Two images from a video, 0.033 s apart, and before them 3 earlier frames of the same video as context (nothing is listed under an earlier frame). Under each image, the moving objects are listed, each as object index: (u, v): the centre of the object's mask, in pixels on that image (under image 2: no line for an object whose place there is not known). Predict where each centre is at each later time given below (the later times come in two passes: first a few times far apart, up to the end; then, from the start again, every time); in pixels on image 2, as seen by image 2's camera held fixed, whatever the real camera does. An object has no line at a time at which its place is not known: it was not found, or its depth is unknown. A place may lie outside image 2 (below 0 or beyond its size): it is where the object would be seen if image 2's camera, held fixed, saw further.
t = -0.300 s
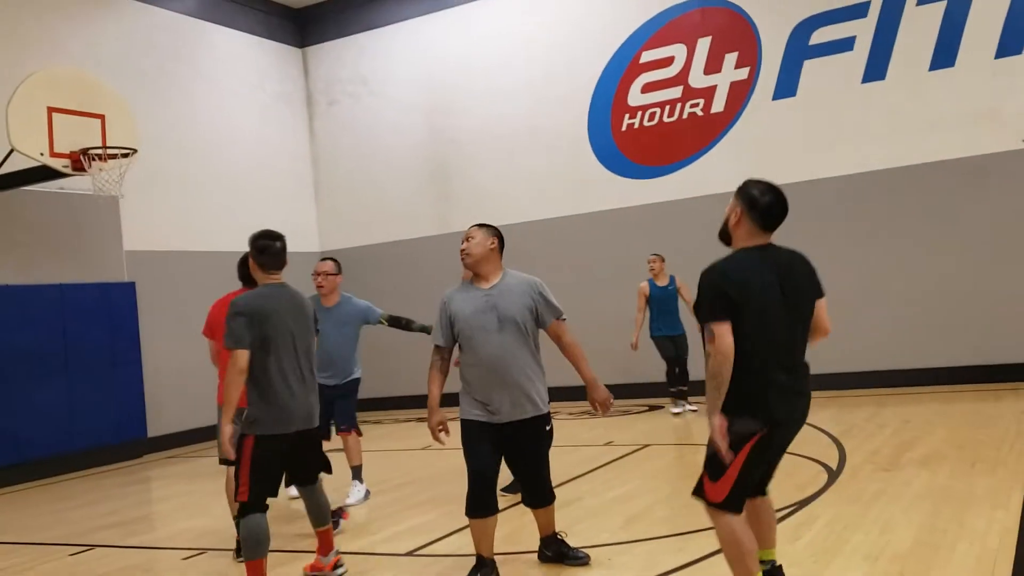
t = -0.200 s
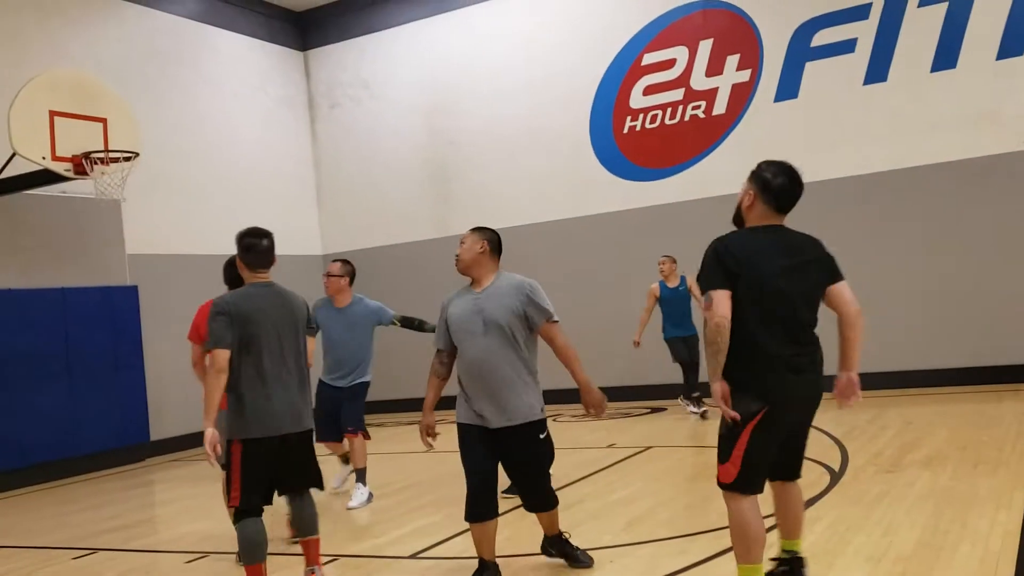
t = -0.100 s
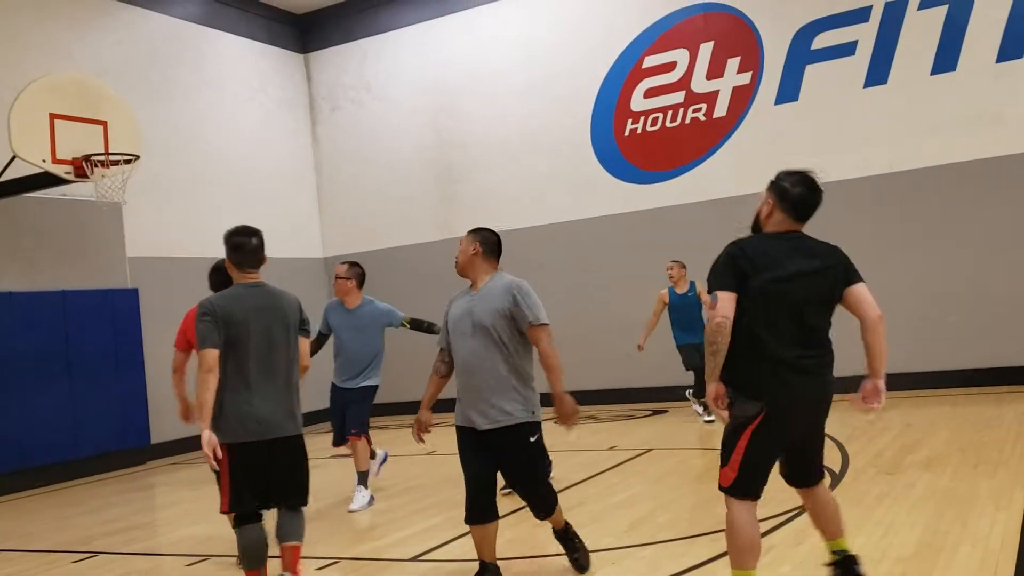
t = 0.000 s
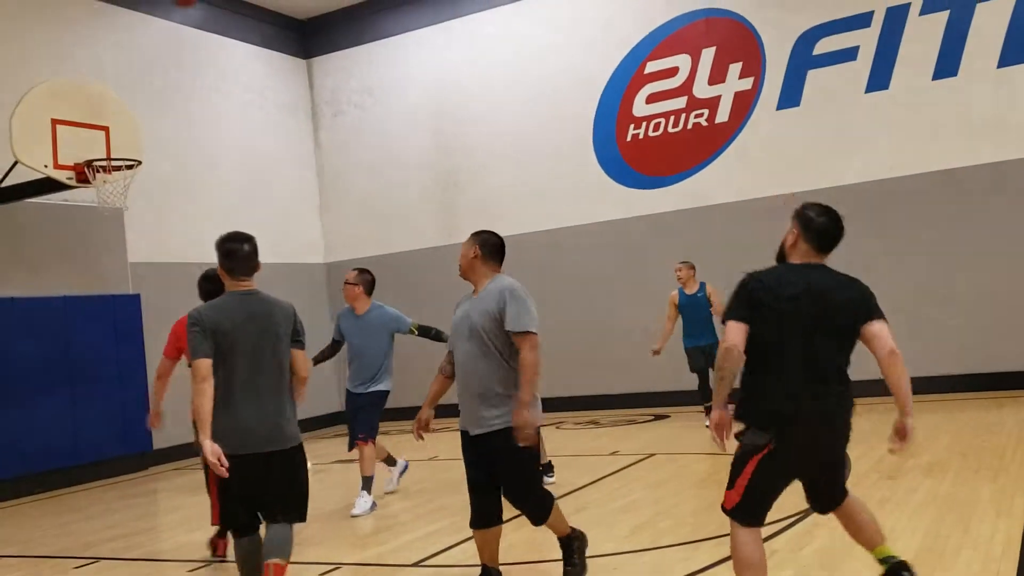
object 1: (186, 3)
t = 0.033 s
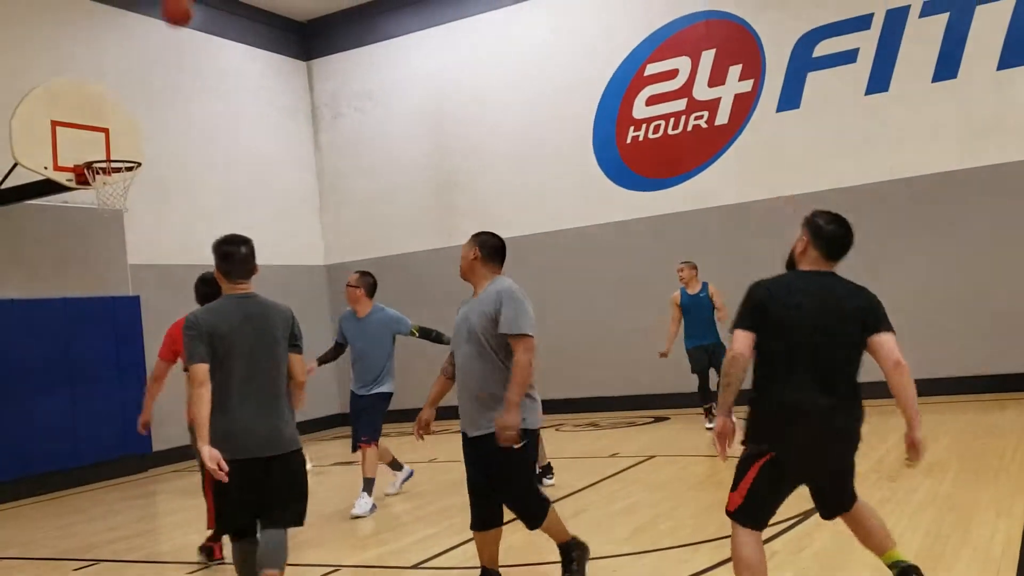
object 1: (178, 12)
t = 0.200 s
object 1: (146, 112)
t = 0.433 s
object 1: (166, 121)
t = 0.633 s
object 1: (201, 124)
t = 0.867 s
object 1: (242, 175)
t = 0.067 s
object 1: (170, 30)
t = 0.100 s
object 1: (163, 49)
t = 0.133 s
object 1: (157, 69)
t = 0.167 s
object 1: (152, 90)
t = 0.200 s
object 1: (146, 112)
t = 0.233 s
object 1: (141, 134)
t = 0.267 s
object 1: (138, 150)
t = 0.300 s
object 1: (144, 142)
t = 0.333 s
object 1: (149, 135)
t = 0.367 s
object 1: (155, 130)
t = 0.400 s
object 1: (161, 125)
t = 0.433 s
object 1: (166, 121)
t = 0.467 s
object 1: (172, 119)
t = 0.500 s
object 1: (177, 117)
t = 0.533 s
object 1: (183, 117)
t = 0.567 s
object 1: (189, 118)
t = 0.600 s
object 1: (195, 121)
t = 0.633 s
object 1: (201, 124)
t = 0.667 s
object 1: (206, 128)
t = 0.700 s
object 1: (212, 133)
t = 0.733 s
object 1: (218, 140)
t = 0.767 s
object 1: (224, 147)
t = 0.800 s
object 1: (230, 155)
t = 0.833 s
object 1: (236, 165)
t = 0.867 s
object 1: (242, 175)
